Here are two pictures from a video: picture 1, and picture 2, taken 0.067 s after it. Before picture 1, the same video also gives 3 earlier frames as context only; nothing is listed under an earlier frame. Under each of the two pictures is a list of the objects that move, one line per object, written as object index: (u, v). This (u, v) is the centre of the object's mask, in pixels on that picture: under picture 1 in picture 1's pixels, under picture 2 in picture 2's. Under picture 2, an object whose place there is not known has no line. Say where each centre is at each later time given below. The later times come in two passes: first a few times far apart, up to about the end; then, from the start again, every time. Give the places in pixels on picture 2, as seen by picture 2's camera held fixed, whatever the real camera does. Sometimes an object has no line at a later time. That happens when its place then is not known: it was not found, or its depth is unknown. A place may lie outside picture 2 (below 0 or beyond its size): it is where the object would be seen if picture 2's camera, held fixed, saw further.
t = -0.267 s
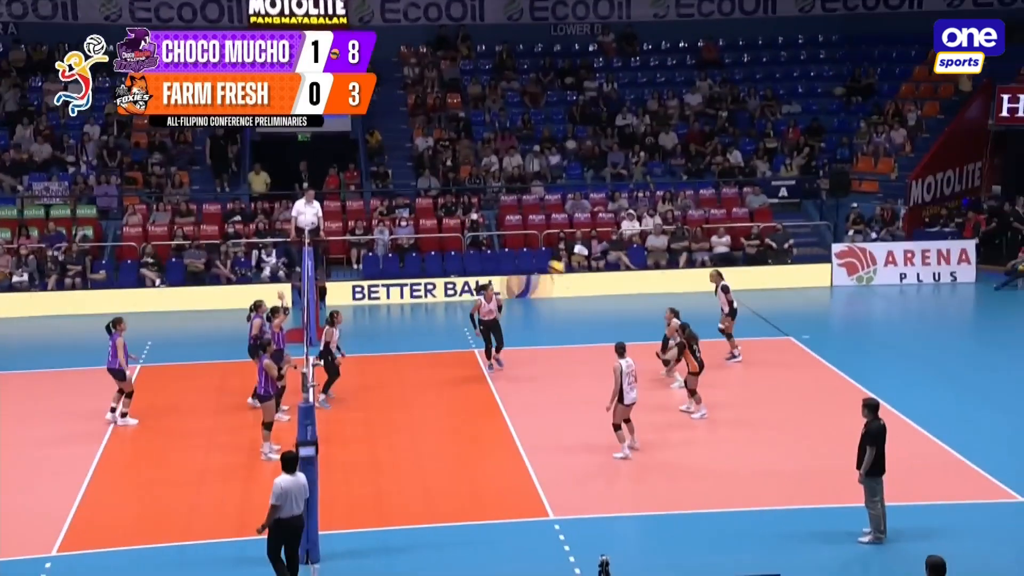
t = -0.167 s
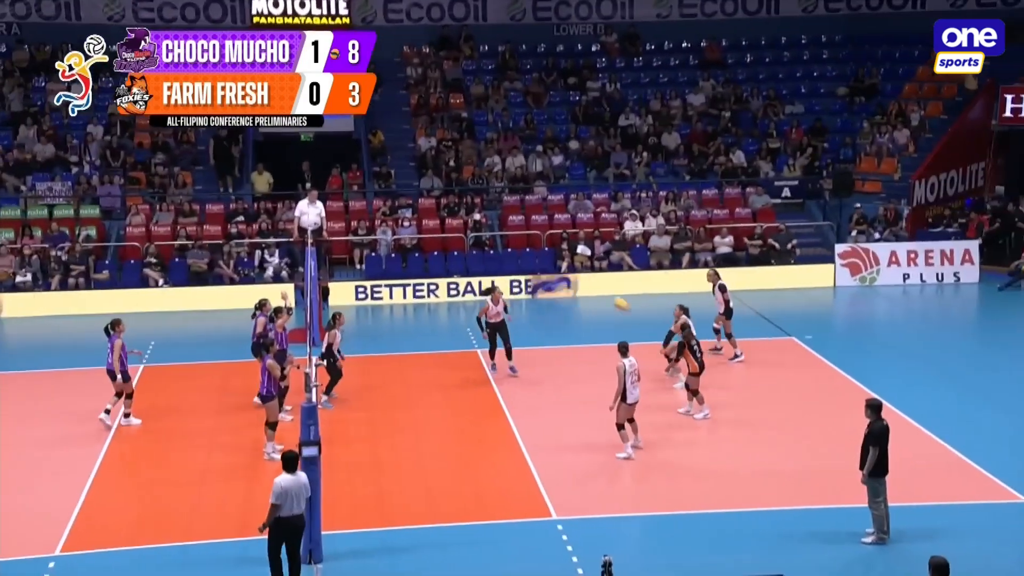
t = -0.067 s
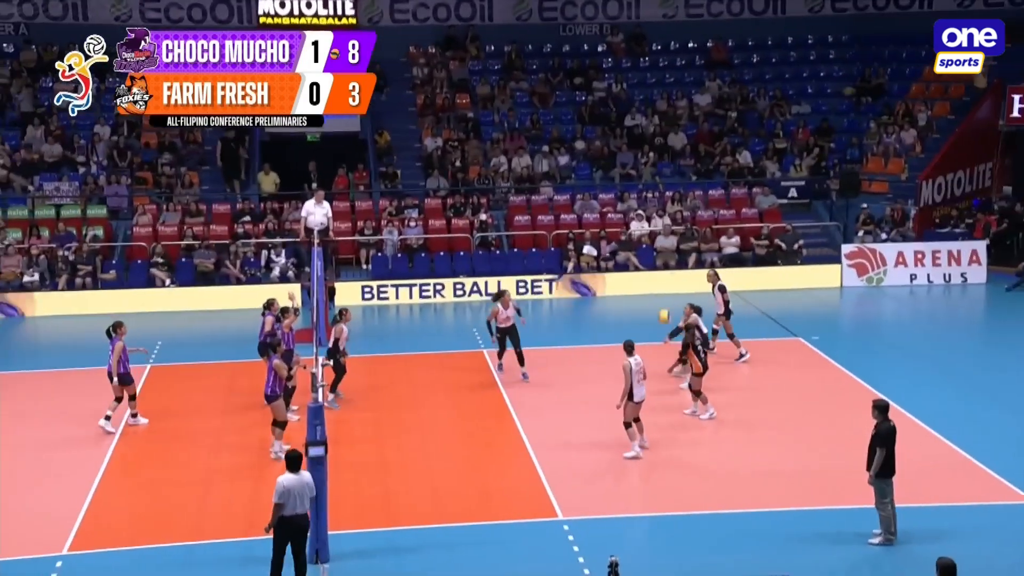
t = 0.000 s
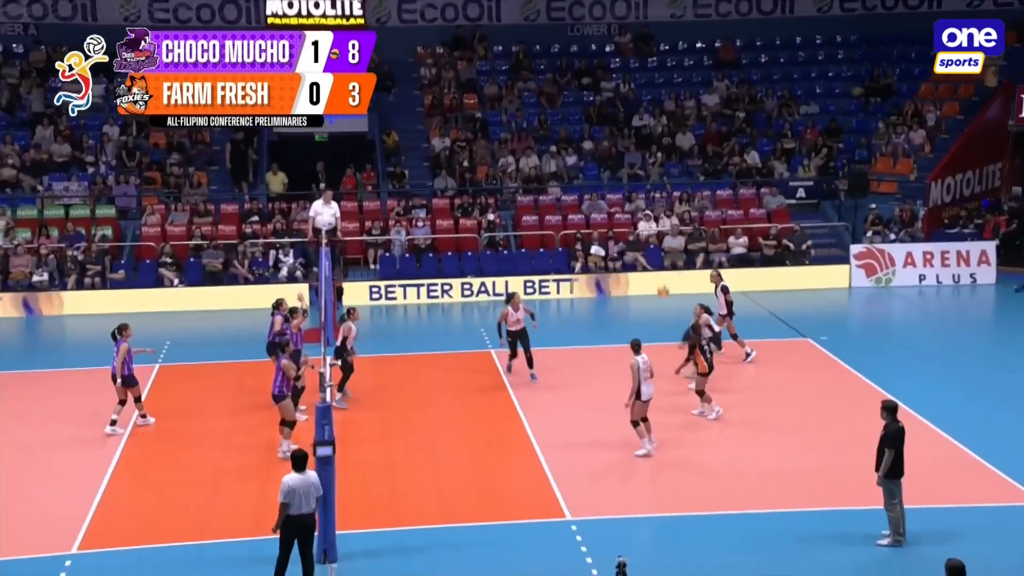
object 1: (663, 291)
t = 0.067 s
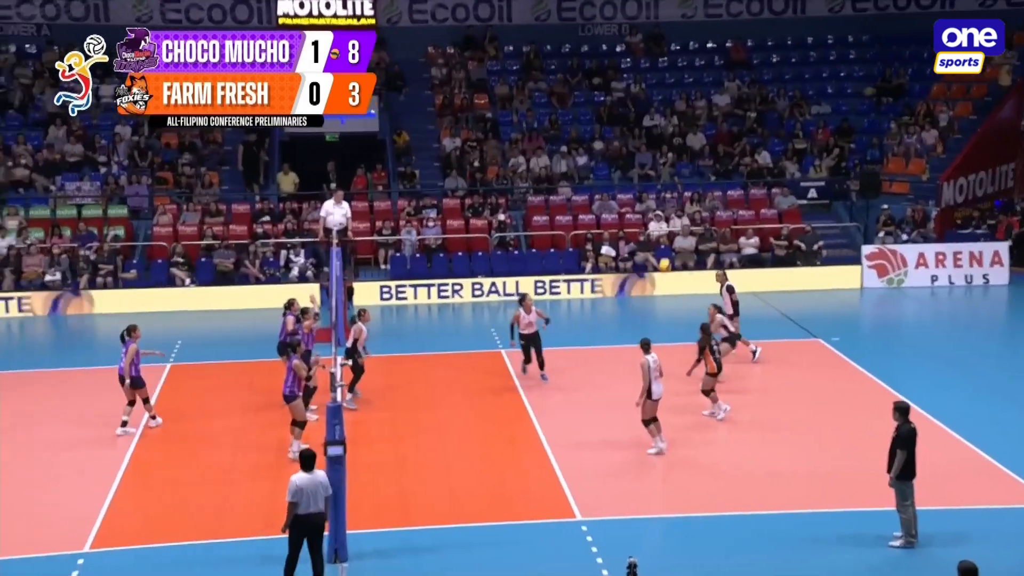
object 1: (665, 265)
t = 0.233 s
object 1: (644, 214)
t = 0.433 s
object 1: (618, 172)
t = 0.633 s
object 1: (593, 154)
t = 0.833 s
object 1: (568, 159)
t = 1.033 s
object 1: (544, 189)
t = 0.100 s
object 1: (661, 254)
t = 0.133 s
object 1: (657, 243)
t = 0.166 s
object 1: (651, 233)
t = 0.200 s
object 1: (648, 222)
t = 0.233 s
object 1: (644, 214)
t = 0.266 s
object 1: (640, 205)
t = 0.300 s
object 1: (636, 197)
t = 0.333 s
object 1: (631, 189)
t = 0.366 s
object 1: (627, 183)
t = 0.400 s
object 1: (623, 177)
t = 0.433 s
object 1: (618, 172)
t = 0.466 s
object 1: (614, 168)
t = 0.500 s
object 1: (610, 164)
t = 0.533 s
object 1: (606, 160)
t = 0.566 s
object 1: (601, 157)
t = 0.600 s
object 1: (597, 155)
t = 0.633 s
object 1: (593, 154)
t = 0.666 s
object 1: (589, 153)
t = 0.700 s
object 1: (585, 153)
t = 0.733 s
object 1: (581, 151)
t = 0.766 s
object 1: (577, 155)
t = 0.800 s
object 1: (573, 157)
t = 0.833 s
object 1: (568, 159)
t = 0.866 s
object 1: (564, 162)
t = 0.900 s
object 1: (560, 166)
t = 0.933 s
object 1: (556, 171)
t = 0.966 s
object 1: (552, 176)
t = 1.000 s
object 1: (548, 182)
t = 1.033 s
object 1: (544, 189)
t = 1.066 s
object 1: (539, 195)
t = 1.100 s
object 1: (535, 203)
